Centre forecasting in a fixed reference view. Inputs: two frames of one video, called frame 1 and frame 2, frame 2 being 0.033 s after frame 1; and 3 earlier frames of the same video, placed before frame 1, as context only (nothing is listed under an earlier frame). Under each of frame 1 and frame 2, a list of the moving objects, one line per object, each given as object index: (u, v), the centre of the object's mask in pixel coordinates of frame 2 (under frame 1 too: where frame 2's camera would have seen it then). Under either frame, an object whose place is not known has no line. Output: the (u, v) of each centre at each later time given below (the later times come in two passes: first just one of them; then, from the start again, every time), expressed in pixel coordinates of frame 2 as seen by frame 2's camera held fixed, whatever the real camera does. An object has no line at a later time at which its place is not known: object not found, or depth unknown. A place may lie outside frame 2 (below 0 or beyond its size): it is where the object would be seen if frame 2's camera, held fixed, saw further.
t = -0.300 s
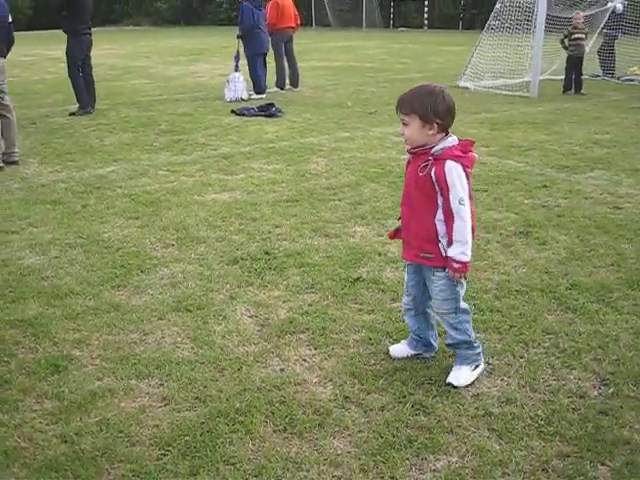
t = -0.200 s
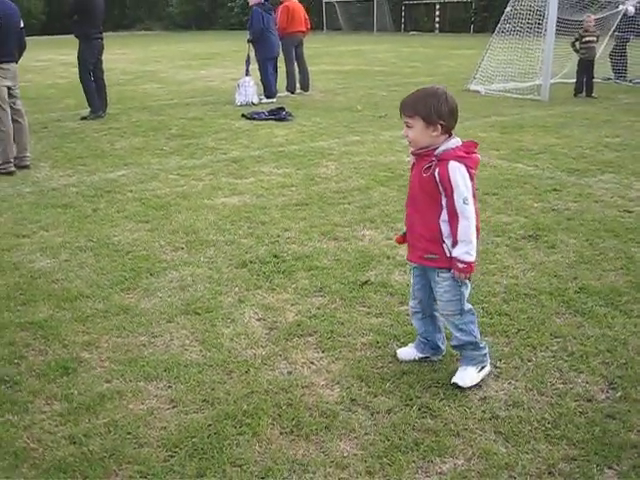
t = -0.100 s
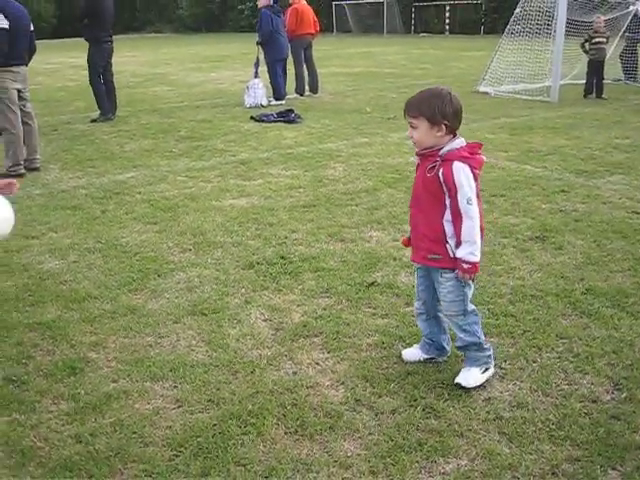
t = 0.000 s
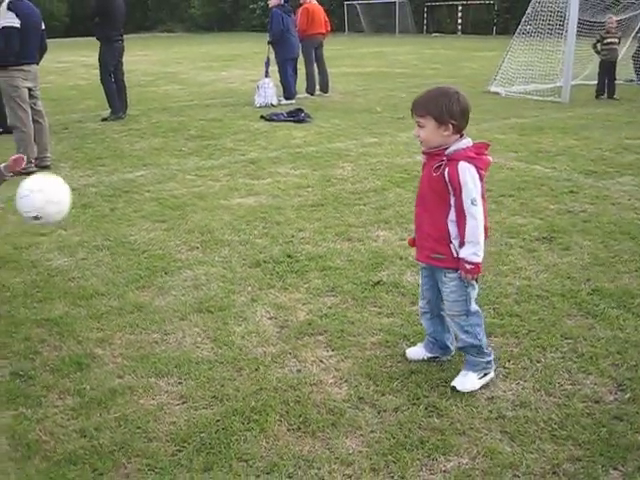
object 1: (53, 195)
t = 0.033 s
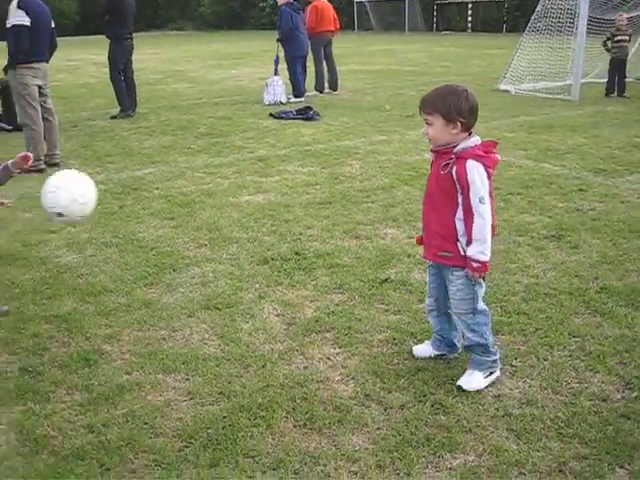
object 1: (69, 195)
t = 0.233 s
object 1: (175, 249)
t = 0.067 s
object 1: (86, 197)
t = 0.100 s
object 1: (103, 203)
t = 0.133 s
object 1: (121, 210)
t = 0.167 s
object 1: (139, 221)
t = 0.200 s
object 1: (158, 234)
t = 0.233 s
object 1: (175, 249)
